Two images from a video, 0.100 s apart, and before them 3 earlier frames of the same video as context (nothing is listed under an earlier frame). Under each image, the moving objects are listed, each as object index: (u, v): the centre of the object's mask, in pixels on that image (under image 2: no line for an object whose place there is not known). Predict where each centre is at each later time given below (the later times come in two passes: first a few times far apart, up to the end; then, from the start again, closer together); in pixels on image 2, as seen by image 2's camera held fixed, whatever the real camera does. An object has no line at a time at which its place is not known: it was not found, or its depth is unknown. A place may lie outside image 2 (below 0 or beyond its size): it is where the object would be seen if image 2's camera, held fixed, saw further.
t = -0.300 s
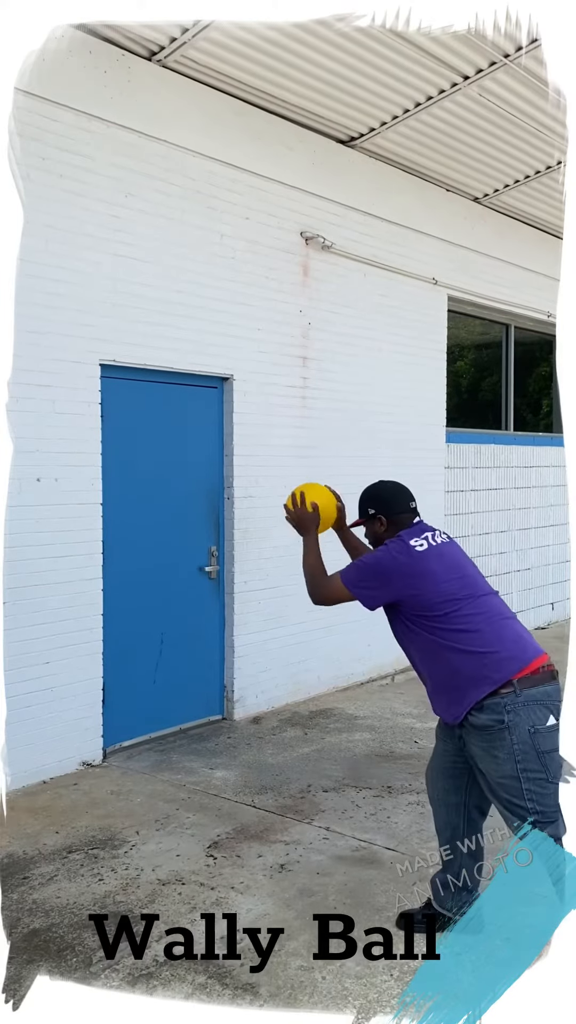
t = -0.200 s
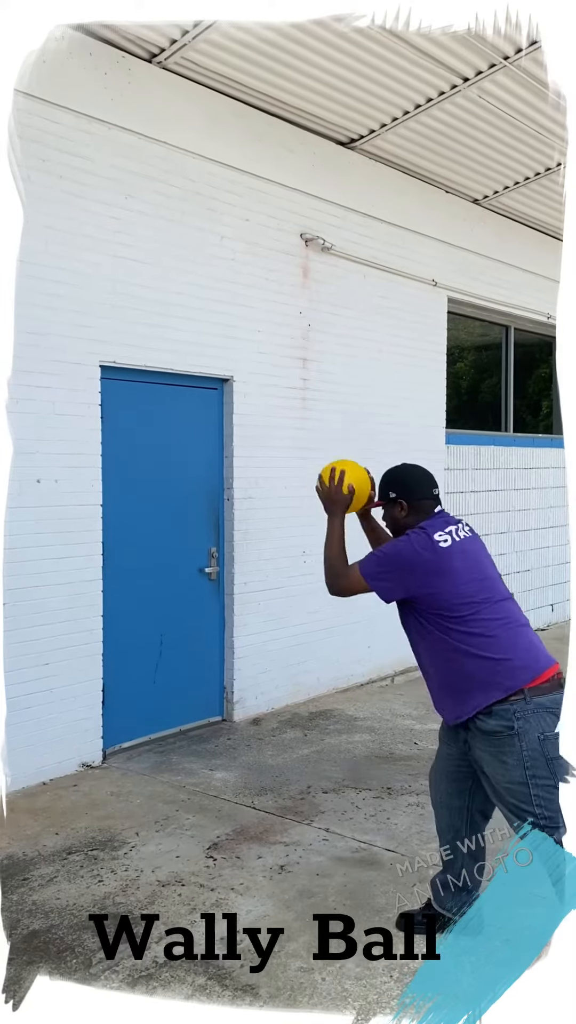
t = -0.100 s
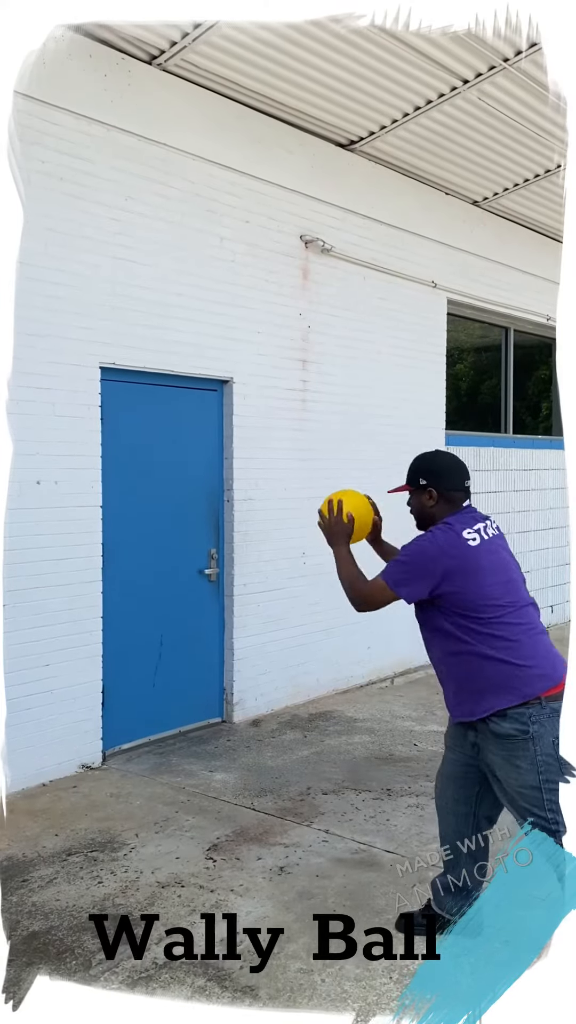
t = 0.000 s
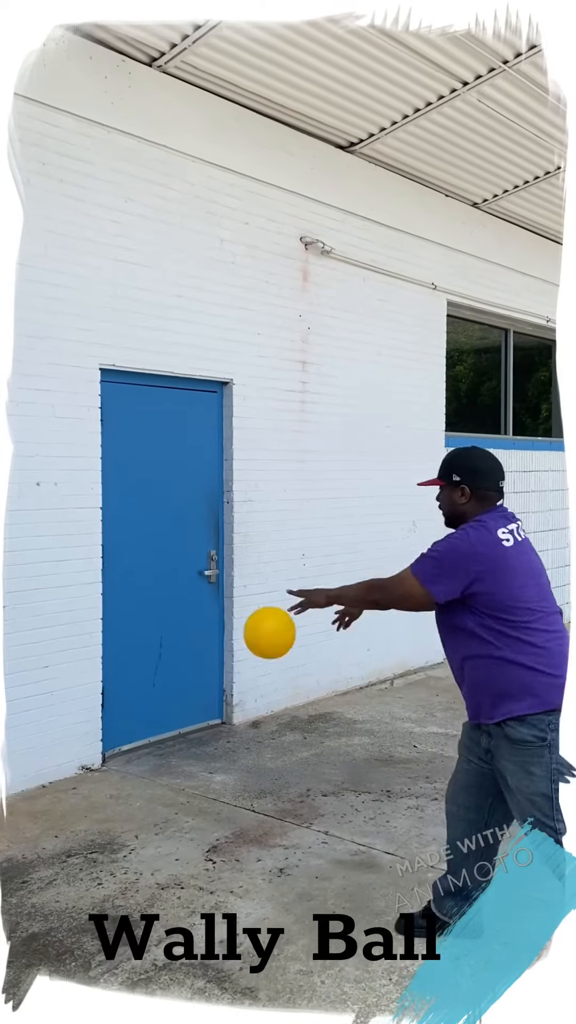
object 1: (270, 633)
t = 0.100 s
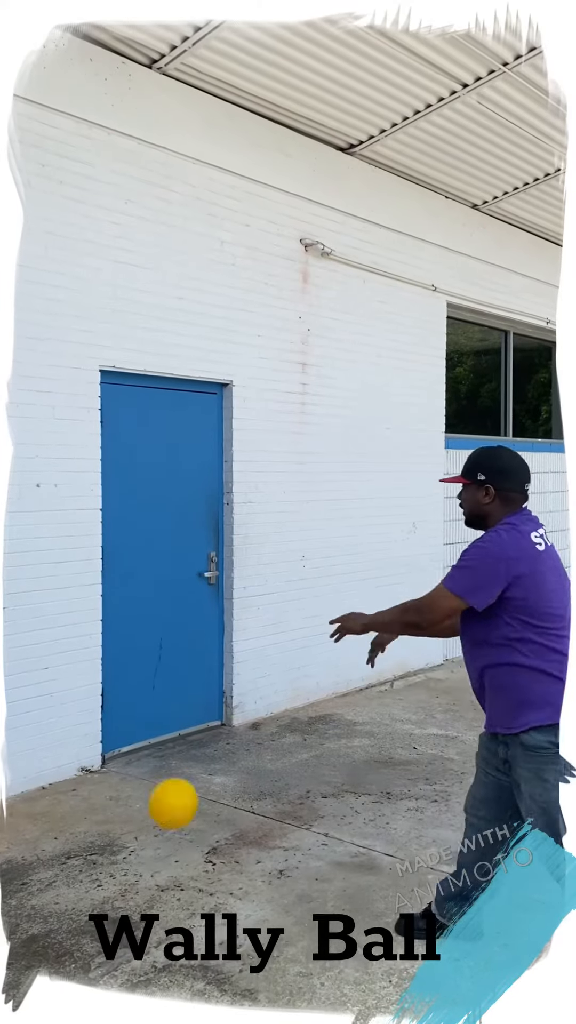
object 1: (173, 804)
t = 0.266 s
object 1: (97, 652)
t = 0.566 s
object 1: (18, 423)
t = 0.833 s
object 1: (85, 383)
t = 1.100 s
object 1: (175, 496)
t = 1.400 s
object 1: (294, 830)
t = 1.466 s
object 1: (310, 835)
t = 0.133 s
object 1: (151, 839)
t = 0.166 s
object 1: (136, 786)
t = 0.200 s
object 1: (123, 737)
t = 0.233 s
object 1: (110, 693)
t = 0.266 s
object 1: (97, 652)
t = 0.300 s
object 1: (86, 614)
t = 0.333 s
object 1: (74, 581)
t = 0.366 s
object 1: (64, 550)
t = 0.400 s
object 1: (54, 522)
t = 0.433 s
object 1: (44, 497)
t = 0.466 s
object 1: (35, 475)
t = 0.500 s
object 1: (27, 455)
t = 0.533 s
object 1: (22, 438)
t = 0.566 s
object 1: (18, 423)
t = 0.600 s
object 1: (21, 412)
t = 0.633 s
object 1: (26, 401)
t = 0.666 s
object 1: (35, 393)
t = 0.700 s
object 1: (44, 387)
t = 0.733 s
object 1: (54, 383)
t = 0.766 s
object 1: (64, 381)
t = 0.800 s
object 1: (74, 381)
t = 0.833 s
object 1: (85, 383)
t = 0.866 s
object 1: (95, 388)
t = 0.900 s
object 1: (106, 396)
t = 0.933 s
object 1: (117, 406)
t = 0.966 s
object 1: (128, 418)
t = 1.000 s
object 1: (139, 434)
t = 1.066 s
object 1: (162, 472)
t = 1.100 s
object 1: (175, 496)
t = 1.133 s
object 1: (187, 521)
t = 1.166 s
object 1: (200, 550)
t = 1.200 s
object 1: (213, 581)
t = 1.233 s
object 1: (226, 614)
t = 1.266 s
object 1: (239, 651)
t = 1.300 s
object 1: (252, 691)
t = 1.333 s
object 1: (266, 734)
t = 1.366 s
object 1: (280, 781)
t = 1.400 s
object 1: (294, 830)
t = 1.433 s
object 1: (304, 873)
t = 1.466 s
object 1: (310, 835)
